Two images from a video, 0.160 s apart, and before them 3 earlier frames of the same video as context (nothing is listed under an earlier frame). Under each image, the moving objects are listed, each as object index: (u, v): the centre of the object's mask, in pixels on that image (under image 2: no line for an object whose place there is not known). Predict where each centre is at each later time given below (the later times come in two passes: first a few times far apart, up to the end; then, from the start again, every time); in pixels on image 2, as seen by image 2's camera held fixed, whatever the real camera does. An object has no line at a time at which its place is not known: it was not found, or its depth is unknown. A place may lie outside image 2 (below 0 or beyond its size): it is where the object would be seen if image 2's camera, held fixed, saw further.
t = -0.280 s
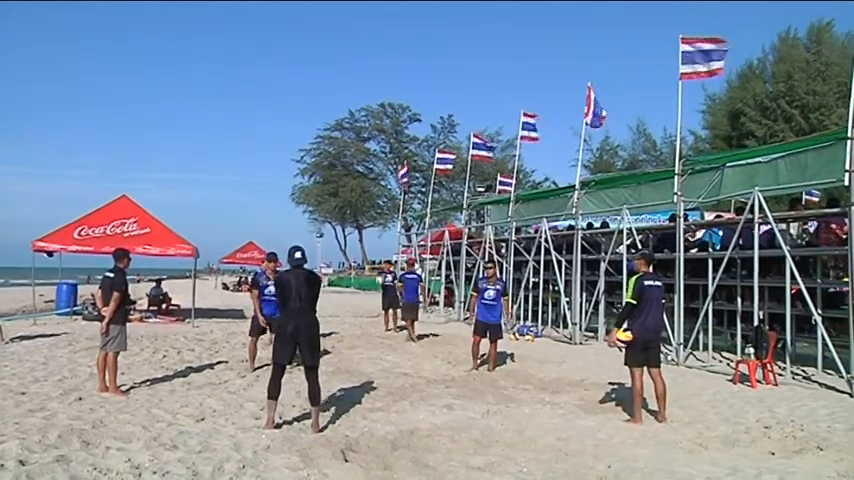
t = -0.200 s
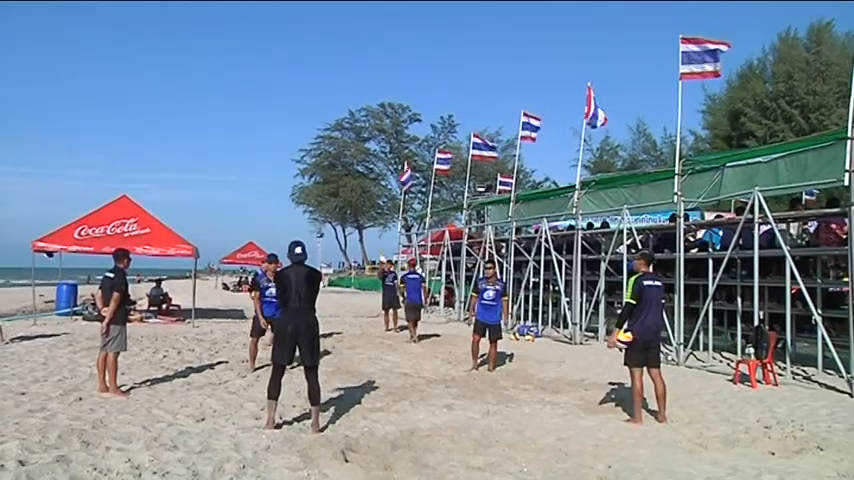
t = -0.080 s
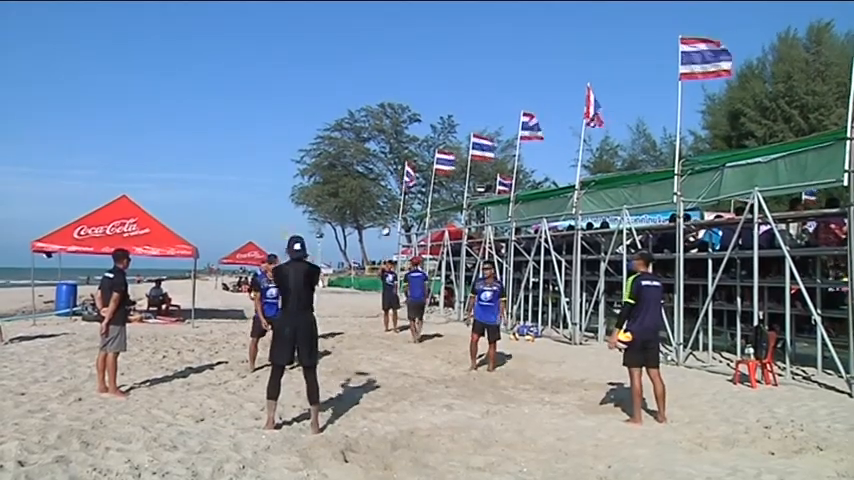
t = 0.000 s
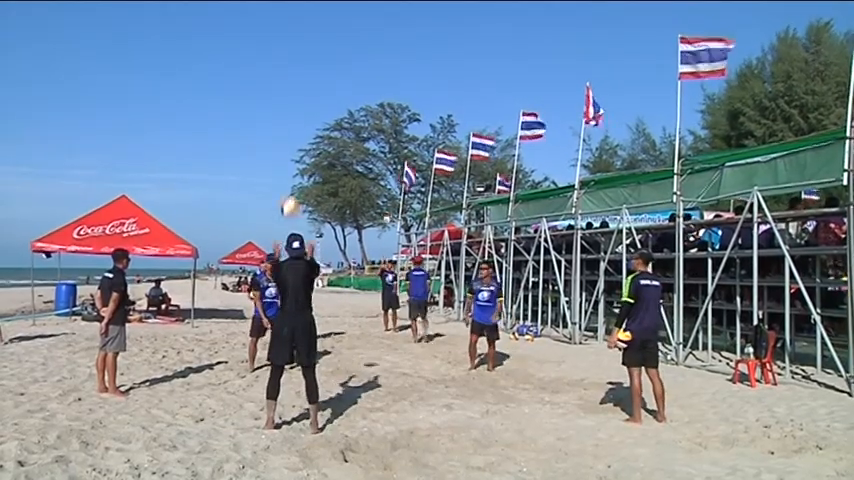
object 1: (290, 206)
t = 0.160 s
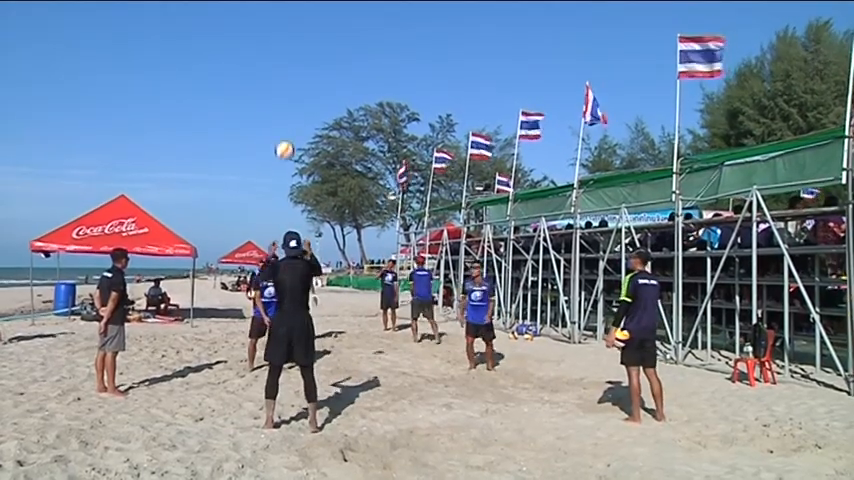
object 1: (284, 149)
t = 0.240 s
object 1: (283, 132)
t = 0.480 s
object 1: (279, 114)
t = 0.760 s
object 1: (276, 152)
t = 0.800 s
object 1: (276, 162)
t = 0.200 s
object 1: (283, 140)
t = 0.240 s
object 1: (283, 132)
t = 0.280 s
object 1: (282, 125)
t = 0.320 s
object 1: (282, 121)
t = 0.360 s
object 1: (281, 117)
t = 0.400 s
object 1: (280, 114)
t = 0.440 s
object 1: (280, 114)
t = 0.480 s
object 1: (279, 114)
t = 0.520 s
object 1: (279, 116)
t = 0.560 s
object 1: (279, 119)
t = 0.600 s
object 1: (278, 123)
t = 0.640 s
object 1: (278, 129)
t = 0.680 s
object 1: (277, 135)
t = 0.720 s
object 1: (277, 143)
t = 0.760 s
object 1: (276, 152)
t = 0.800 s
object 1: (276, 162)
